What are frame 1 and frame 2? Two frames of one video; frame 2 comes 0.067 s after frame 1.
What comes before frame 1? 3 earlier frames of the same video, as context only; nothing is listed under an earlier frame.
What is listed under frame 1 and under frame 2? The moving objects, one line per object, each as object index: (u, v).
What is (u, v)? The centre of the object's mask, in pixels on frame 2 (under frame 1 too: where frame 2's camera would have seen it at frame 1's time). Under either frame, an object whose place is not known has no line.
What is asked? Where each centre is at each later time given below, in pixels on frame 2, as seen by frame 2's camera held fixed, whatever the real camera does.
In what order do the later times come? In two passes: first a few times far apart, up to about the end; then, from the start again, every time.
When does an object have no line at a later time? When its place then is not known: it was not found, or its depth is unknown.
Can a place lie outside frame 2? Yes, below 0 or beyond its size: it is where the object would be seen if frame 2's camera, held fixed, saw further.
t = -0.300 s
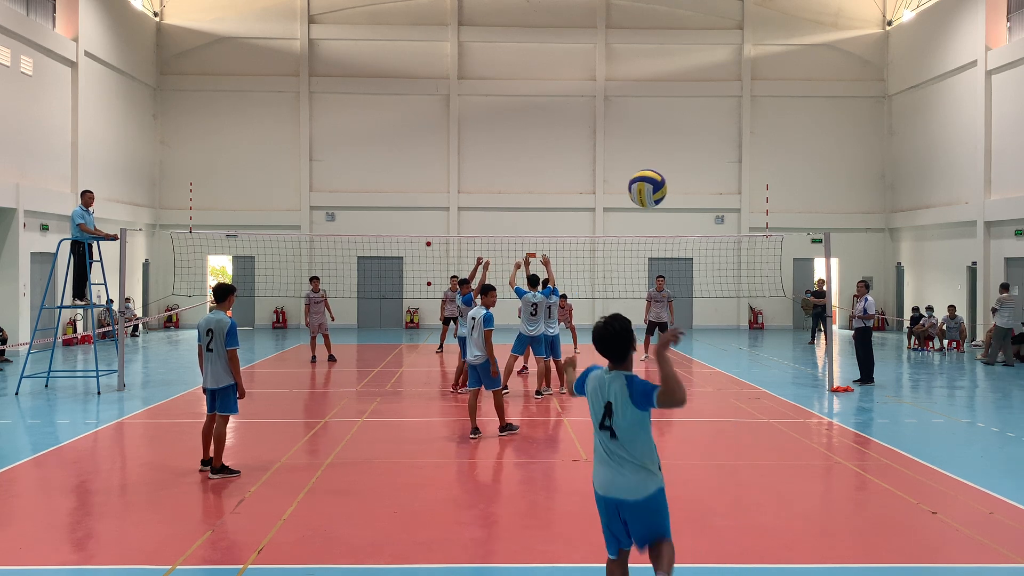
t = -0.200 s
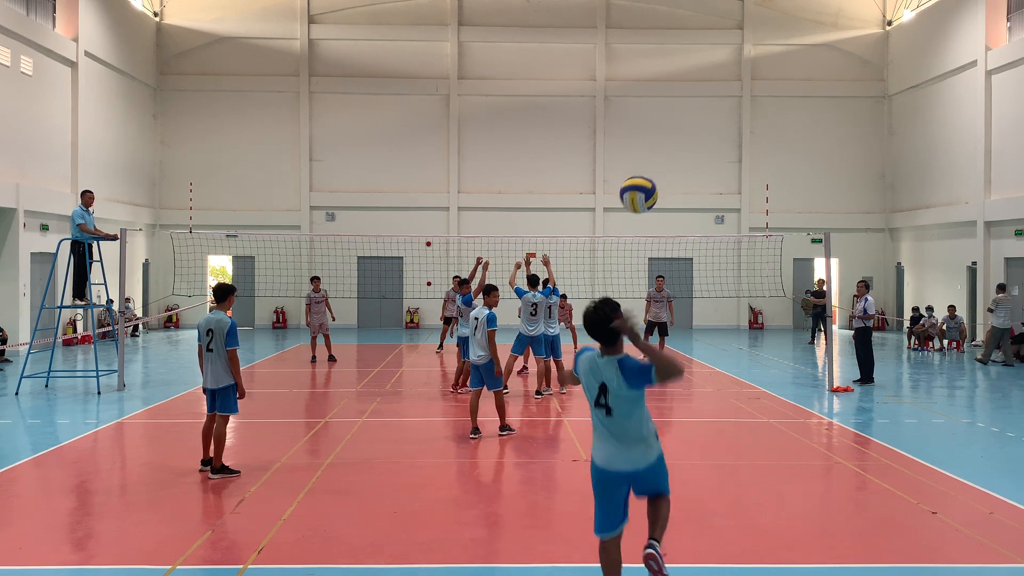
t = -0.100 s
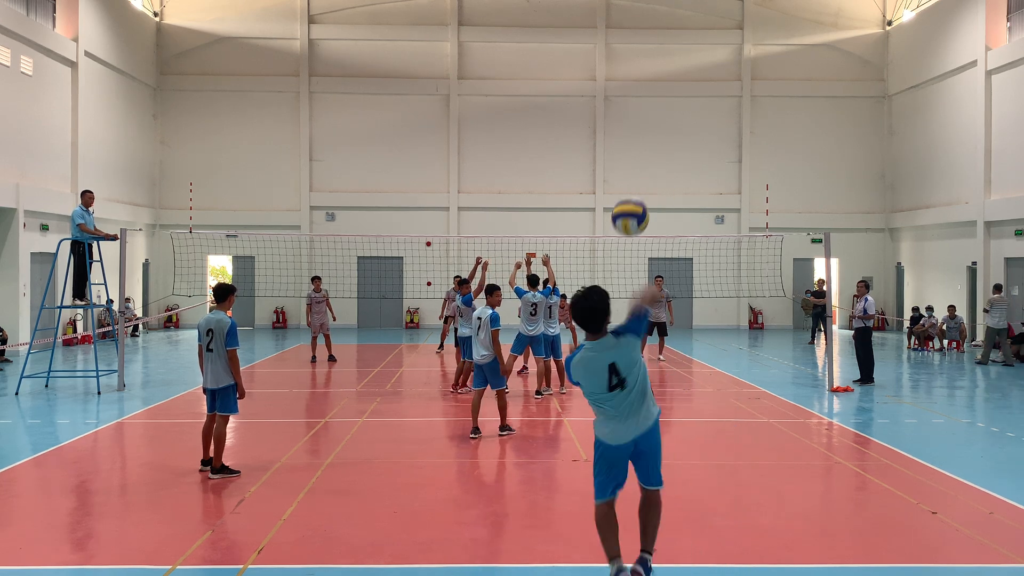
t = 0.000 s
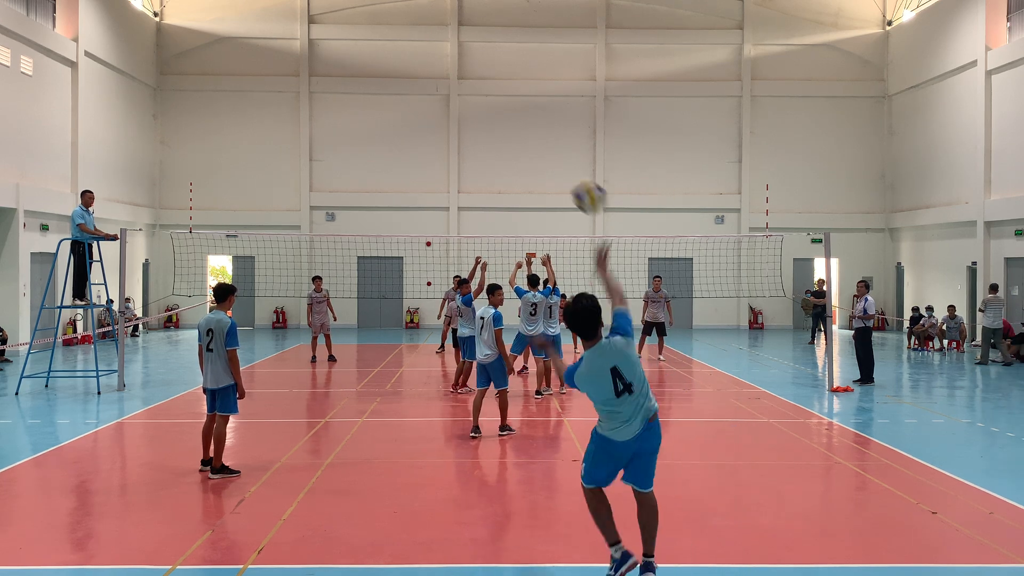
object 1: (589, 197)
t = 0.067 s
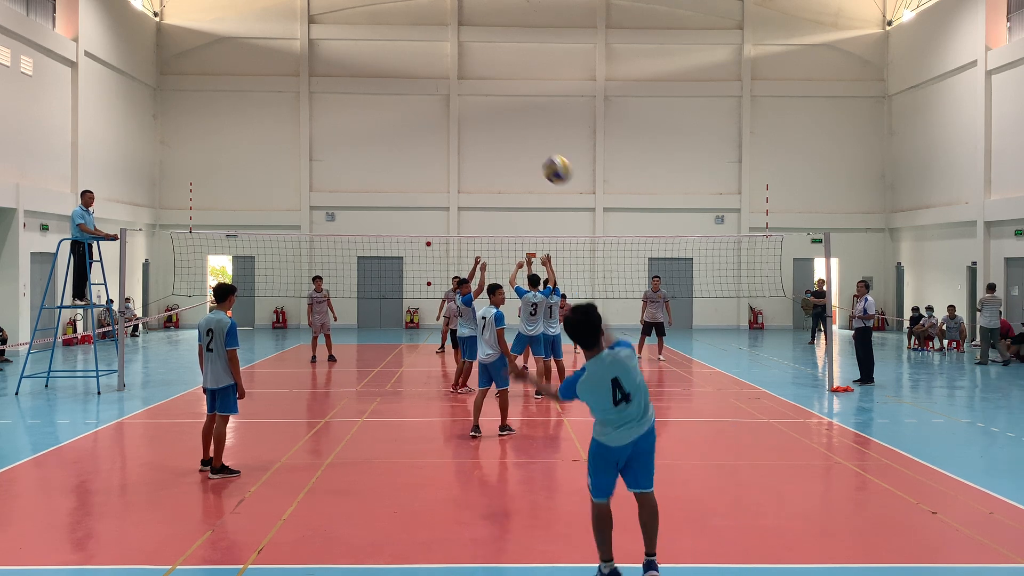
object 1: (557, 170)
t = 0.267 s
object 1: (507, 146)
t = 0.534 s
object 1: (477, 177)
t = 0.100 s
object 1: (545, 161)
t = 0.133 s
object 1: (534, 155)
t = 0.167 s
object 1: (526, 150)
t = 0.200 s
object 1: (518, 148)
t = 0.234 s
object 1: (511, 147)
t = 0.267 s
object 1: (507, 146)
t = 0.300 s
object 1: (502, 148)
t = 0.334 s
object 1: (498, 149)
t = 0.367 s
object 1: (494, 153)
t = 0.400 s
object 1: (490, 157)
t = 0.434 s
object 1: (486, 161)
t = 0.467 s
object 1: (483, 166)
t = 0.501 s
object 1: (480, 172)
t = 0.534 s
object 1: (477, 177)
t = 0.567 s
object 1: (475, 184)
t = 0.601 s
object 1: (472, 190)
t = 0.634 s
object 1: (469, 197)
